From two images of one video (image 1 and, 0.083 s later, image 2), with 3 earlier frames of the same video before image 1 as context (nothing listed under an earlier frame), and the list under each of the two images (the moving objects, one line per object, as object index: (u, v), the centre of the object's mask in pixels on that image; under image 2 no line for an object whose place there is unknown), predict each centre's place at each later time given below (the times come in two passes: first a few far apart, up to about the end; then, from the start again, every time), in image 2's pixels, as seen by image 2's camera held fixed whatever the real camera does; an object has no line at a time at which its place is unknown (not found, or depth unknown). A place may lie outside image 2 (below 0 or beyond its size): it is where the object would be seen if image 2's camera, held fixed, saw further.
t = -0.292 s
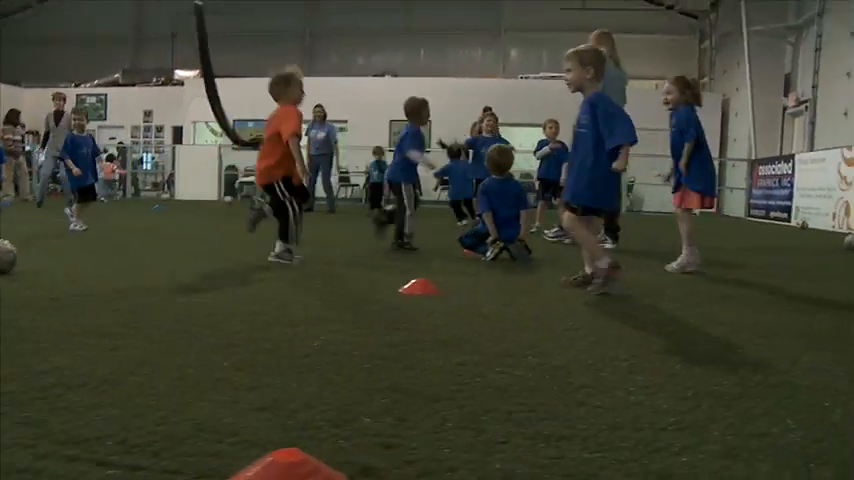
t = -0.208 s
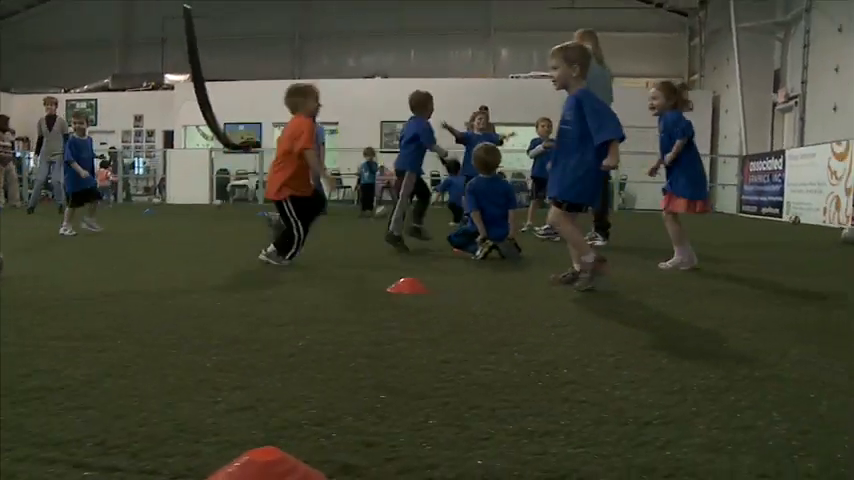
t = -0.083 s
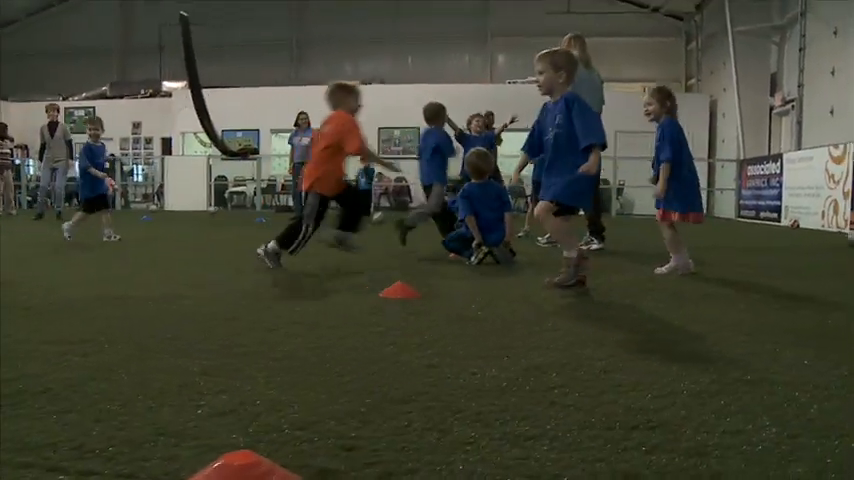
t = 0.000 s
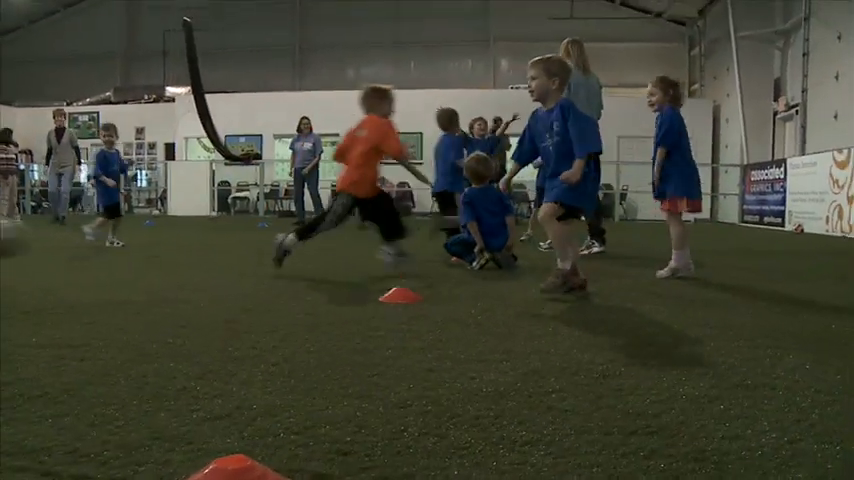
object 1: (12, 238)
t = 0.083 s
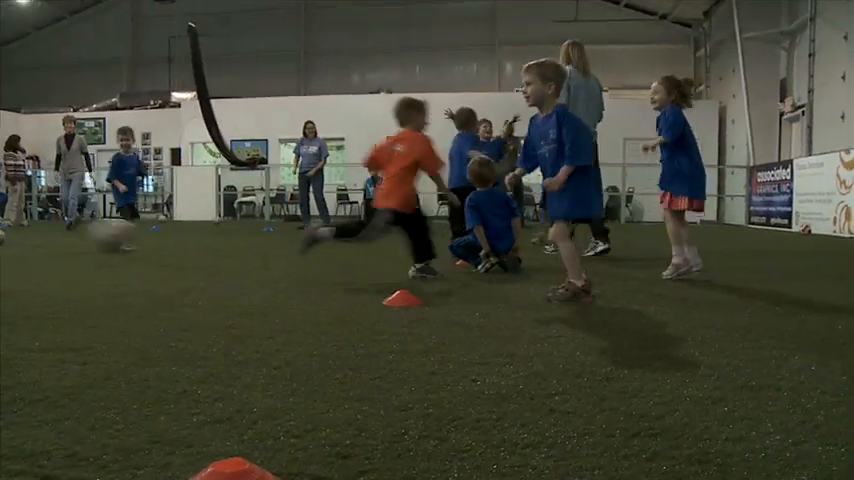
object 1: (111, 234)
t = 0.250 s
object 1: (264, 262)
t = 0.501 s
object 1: (379, 236)
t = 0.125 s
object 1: (158, 236)
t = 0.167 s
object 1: (196, 242)
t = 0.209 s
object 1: (232, 251)
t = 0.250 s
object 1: (264, 262)
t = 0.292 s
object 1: (287, 251)
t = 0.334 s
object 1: (308, 242)
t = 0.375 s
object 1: (327, 237)
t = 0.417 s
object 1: (345, 235)
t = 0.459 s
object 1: (363, 235)
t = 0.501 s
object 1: (379, 236)
